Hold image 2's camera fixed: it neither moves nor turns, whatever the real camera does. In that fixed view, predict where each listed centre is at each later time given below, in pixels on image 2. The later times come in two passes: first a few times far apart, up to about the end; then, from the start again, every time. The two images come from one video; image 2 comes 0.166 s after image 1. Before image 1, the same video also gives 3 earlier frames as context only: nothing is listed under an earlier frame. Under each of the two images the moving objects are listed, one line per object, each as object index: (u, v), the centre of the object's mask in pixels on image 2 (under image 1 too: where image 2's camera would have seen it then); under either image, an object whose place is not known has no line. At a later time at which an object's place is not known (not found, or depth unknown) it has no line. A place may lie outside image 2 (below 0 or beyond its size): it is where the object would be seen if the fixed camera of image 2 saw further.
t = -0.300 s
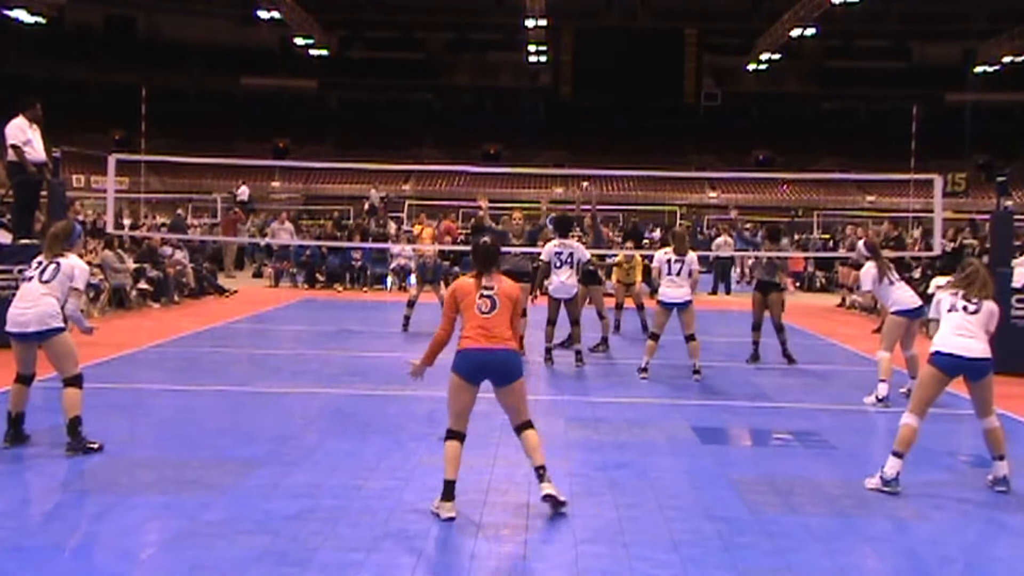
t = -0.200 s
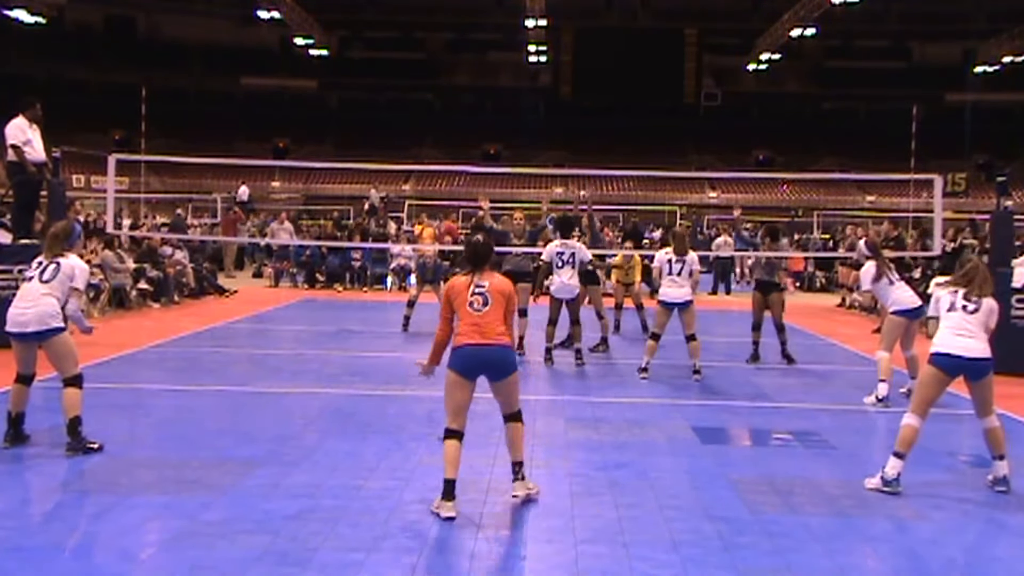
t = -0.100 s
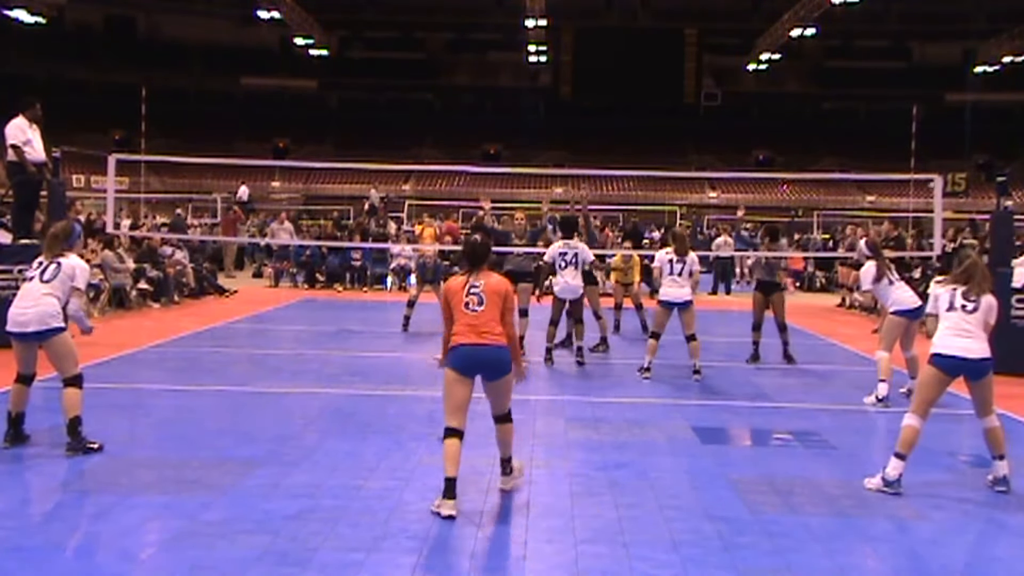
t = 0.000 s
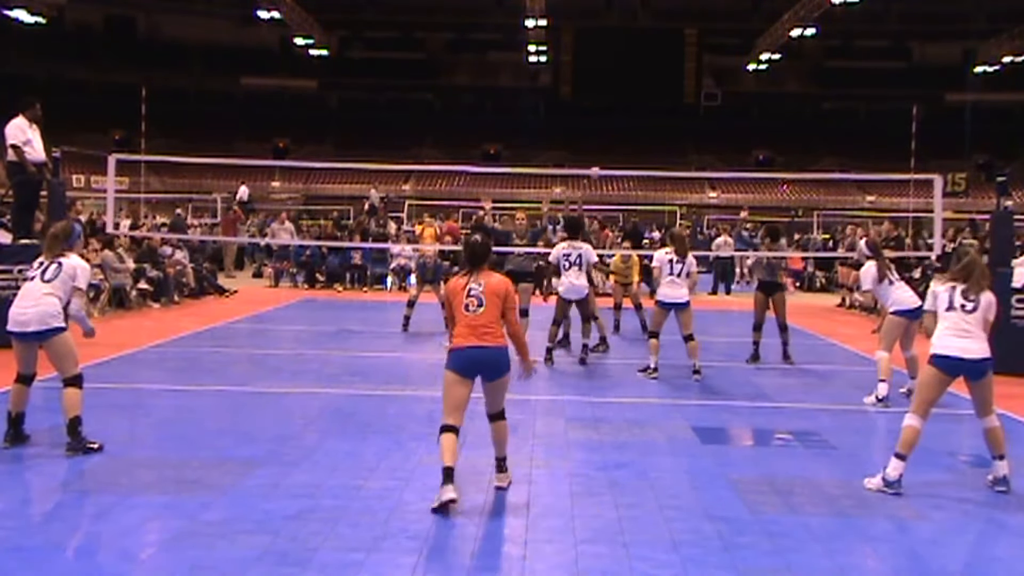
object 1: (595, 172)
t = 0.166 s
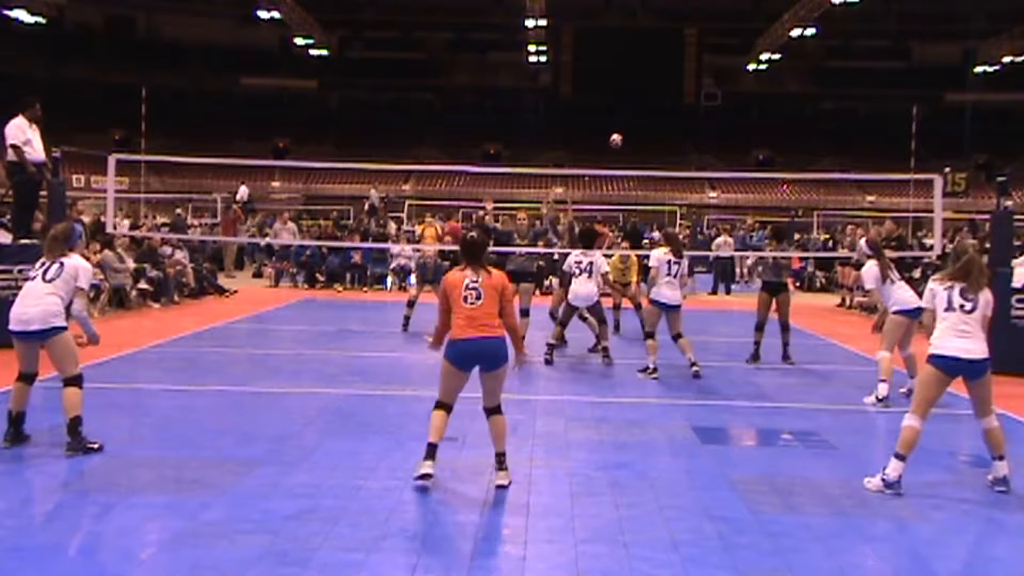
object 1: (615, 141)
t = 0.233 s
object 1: (626, 129)
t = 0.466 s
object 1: (669, 106)
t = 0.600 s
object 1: (699, 107)
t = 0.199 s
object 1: (621, 135)
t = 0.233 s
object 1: (626, 129)
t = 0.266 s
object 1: (631, 125)
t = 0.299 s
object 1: (638, 120)
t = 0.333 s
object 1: (643, 116)
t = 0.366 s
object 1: (650, 113)
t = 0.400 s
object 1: (656, 110)
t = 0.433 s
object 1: (663, 107)
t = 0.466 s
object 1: (669, 106)
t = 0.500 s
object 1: (676, 105)
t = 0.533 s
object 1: (683, 105)
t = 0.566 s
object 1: (690, 106)
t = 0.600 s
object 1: (699, 107)
